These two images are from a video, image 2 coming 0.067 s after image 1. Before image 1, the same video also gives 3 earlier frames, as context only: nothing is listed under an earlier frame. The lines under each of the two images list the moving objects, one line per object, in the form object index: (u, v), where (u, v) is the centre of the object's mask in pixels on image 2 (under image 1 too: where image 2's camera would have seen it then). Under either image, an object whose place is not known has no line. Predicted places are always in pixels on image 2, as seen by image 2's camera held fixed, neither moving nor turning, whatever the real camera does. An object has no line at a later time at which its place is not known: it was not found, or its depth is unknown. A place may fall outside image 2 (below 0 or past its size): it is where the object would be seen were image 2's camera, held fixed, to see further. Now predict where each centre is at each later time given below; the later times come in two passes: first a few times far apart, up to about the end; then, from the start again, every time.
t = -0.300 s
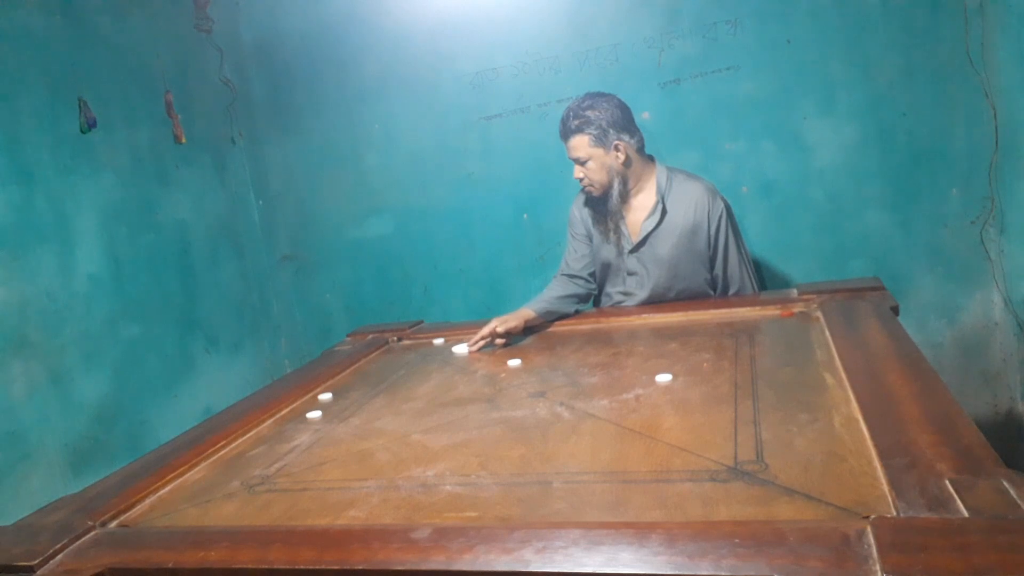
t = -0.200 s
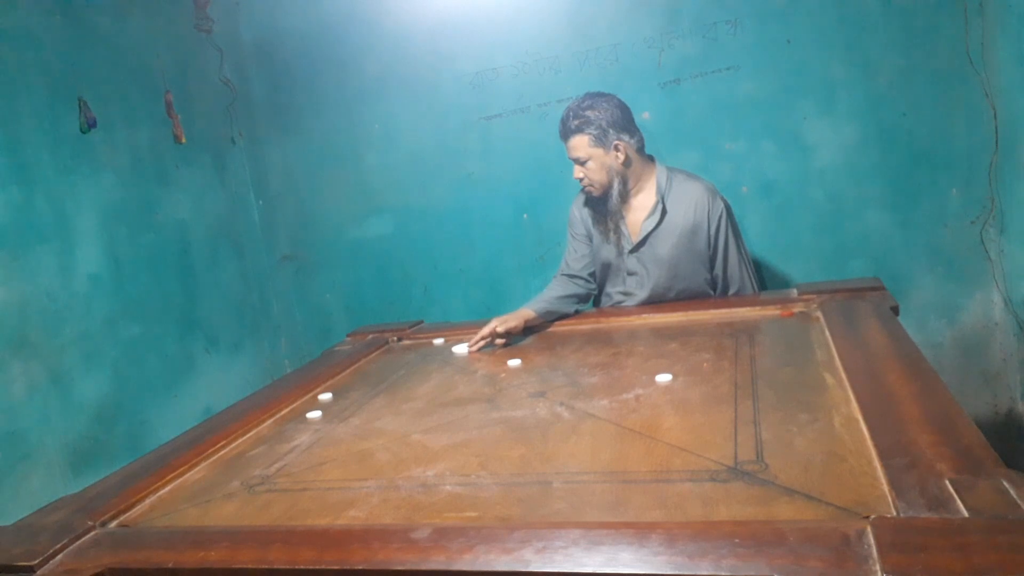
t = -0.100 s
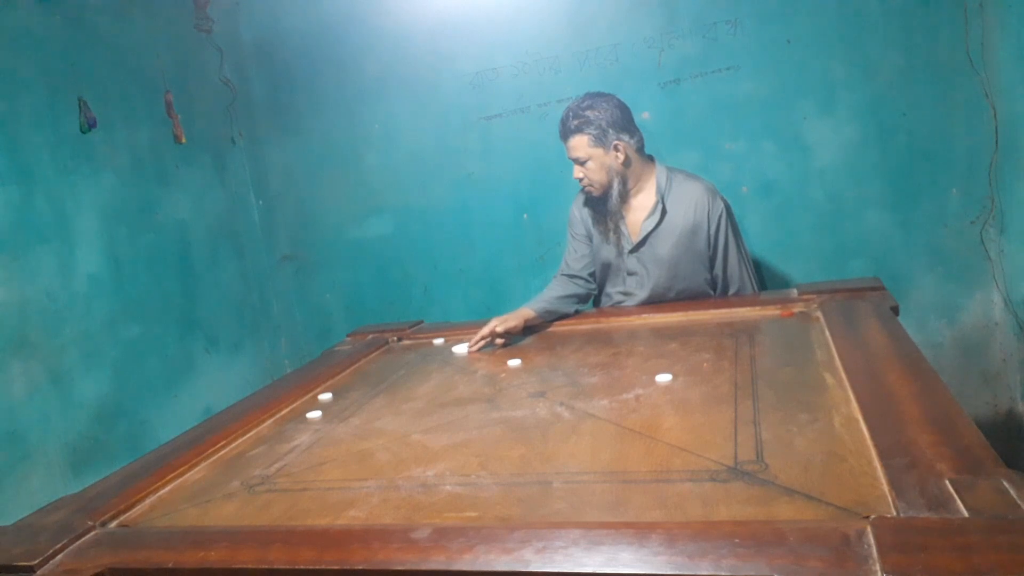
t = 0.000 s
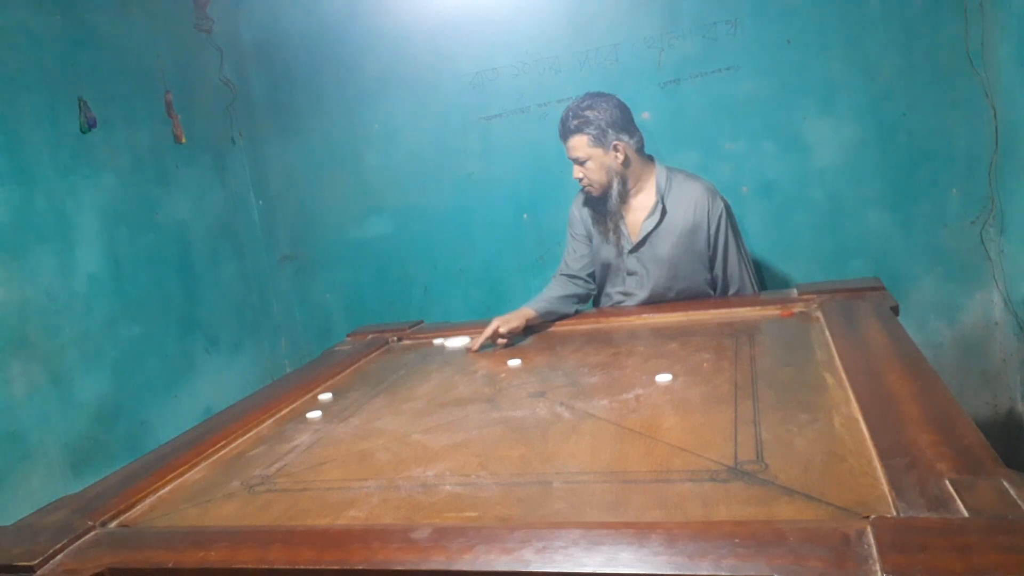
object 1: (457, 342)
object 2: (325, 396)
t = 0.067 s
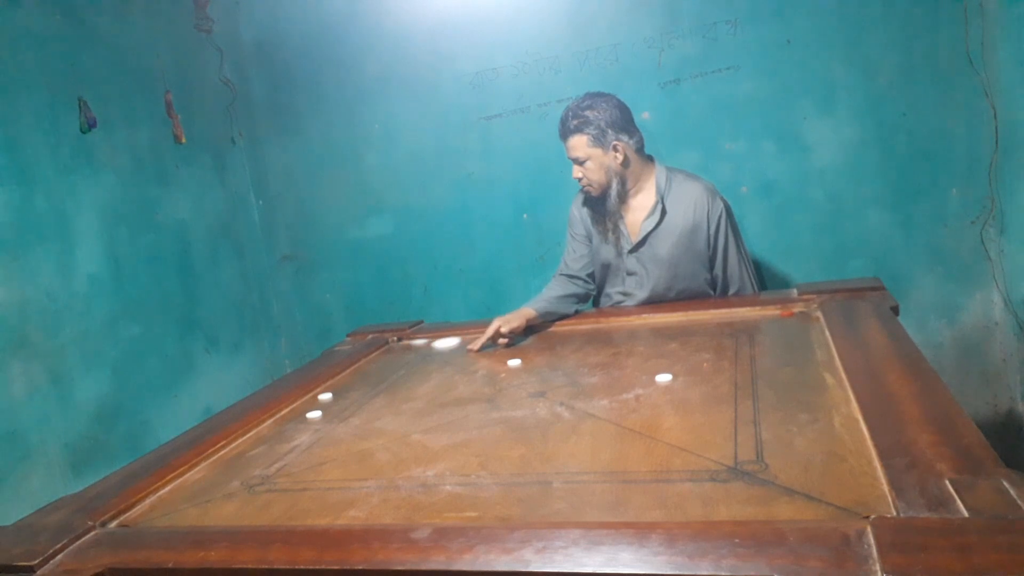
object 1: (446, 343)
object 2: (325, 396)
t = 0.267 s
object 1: (402, 361)
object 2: (325, 396)
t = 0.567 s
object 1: (331, 392)
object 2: (310, 403)
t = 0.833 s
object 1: (308, 409)
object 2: (229, 458)
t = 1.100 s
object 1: (296, 422)
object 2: (153, 522)
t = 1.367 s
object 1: (285, 433)
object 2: (213, 482)
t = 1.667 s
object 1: (278, 441)
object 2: (229, 464)
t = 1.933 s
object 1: (283, 440)
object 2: (159, 500)
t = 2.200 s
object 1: (285, 440)
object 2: (137, 525)
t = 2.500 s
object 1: (285, 440)
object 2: (174, 511)
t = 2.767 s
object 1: (285, 440)
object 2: (194, 499)
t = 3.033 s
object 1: (285, 440)
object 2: (202, 494)
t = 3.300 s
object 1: (285, 440)
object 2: (204, 492)
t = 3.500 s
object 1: (285, 440)
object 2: (204, 492)
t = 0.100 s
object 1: (439, 346)
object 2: (325, 396)
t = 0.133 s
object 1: (432, 349)
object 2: (325, 396)
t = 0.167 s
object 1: (425, 352)
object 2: (325, 396)
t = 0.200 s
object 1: (418, 355)
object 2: (325, 396)
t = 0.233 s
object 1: (410, 358)
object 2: (325, 396)
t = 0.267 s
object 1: (402, 361)
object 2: (325, 396)
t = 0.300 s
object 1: (395, 365)
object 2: (325, 396)
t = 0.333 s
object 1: (387, 368)
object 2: (325, 396)
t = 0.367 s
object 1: (379, 371)
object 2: (325, 396)
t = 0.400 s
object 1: (371, 375)
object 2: (325, 396)
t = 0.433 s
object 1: (362, 379)
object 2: (325, 396)
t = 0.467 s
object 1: (354, 382)
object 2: (325, 396)
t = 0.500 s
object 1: (346, 385)
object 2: (325, 396)
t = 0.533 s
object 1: (338, 388)
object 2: (320, 398)
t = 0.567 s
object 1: (331, 392)
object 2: (310, 403)
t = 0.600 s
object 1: (324, 395)
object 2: (298, 409)
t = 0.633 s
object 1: (318, 397)
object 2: (285, 416)
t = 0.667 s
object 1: (316, 399)
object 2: (271, 424)
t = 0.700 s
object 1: (315, 401)
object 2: (260, 431)
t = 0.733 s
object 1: (313, 403)
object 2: (252, 437)
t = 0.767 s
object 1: (311, 405)
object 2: (245, 444)
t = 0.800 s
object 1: (310, 407)
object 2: (237, 450)
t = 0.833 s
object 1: (308, 409)
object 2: (229, 458)
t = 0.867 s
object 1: (307, 410)
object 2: (220, 465)
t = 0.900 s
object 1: (305, 412)
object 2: (212, 472)
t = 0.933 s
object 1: (304, 414)
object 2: (202, 481)
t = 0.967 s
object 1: (302, 416)
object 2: (192, 489)
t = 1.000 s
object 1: (301, 417)
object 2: (183, 498)
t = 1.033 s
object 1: (299, 419)
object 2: (172, 506)
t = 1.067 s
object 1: (298, 420)
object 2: (161, 515)
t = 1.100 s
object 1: (296, 422)
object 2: (153, 522)
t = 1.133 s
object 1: (295, 423)
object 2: (151, 523)
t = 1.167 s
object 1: (293, 425)
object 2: (159, 520)
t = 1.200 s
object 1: (291, 427)
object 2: (168, 513)
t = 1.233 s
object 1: (290, 428)
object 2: (179, 506)
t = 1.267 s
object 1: (289, 429)
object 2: (188, 500)
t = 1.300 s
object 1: (287, 431)
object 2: (197, 494)
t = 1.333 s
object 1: (286, 432)
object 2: (205, 488)
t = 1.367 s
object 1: (285, 433)
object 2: (213, 482)
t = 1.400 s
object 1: (283, 435)
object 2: (221, 477)
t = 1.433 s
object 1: (282, 436)
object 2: (228, 472)
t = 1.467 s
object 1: (281, 437)
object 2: (235, 467)
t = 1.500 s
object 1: (279, 438)
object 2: (242, 463)
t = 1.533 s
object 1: (278, 440)
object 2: (248, 458)
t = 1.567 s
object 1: (277, 441)
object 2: (254, 454)
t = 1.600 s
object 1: (277, 441)
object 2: (250, 455)
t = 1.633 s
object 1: (277, 441)
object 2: (240, 459)
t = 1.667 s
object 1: (278, 441)
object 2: (229, 464)
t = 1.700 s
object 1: (279, 441)
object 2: (219, 469)
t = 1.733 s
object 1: (280, 441)
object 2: (208, 473)
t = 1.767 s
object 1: (280, 441)
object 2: (197, 478)
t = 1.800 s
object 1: (281, 441)
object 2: (185, 483)
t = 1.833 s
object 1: (282, 440)
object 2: (175, 488)
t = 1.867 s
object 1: (282, 440)
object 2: (165, 493)
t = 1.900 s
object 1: (283, 440)
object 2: (162, 496)
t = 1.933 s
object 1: (283, 440)
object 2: (159, 500)
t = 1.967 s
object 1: (284, 440)
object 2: (156, 504)
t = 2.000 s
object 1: (284, 440)
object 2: (153, 508)
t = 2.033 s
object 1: (284, 440)
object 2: (150, 512)
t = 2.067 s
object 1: (285, 440)
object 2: (146, 515)
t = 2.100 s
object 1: (285, 440)
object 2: (143, 519)
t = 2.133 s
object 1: (285, 440)
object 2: (141, 522)
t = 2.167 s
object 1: (285, 440)
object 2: (139, 524)
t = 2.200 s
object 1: (285, 440)
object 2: (137, 525)
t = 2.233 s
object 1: (285, 440)
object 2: (141, 525)
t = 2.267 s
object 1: (285, 440)
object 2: (145, 523)
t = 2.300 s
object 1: (285, 440)
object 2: (149, 522)
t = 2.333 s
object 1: (285, 440)
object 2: (154, 521)
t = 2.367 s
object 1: (285, 440)
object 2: (158, 519)
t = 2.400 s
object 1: (285, 440)
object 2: (163, 517)
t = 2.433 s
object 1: (285, 440)
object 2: (167, 515)
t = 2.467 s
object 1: (285, 440)
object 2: (171, 512)
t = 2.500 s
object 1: (285, 440)
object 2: (174, 511)
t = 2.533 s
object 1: (285, 440)
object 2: (178, 509)
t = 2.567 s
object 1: (285, 440)
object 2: (181, 507)
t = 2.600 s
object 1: (285, 440)
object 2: (183, 506)
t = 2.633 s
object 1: (285, 439)
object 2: (186, 504)
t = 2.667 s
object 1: (285, 440)
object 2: (188, 503)
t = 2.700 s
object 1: (285, 440)
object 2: (190, 502)
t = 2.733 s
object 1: (285, 440)
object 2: (192, 501)
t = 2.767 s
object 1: (285, 440)
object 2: (194, 499)
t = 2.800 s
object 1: (285, 440)
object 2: (195, 498)
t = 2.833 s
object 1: (285, 440)
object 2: (197, 497)
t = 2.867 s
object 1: (285, 439)
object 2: (198, 497)
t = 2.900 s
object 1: (285, 439)
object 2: (199, 496)
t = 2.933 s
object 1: (285, 439)
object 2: (200, 495)
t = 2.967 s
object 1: (285, 440)
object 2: (201, 494)
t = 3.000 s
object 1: (285, 440)
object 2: (202, 494)
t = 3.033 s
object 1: (285, 440)
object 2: (202, 494)
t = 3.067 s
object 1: (285, 440)
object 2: (203, 493)
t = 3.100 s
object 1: (285, 439)
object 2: (203, 493)
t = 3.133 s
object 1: (285, 440)
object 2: (203, 493)
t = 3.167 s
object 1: (285, 440)
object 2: (204, 492)
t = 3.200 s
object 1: (285, 439)
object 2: (204, 492)
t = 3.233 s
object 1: (285, 439)
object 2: (204, 492)
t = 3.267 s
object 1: (285, 440)
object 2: (204, 492)
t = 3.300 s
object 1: (285, 440)
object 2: (204, 492)
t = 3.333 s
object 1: (285, 440)
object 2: (204, 492)
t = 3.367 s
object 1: (285, 440)
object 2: (204, 492)
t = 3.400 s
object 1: (285, 440)
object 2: (204, 492)
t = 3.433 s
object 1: (285, 440)
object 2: (204, 492)
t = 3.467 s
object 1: (285, 440)
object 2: (204, 492)
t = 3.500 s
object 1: (285, 440)
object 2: (204, 492)
